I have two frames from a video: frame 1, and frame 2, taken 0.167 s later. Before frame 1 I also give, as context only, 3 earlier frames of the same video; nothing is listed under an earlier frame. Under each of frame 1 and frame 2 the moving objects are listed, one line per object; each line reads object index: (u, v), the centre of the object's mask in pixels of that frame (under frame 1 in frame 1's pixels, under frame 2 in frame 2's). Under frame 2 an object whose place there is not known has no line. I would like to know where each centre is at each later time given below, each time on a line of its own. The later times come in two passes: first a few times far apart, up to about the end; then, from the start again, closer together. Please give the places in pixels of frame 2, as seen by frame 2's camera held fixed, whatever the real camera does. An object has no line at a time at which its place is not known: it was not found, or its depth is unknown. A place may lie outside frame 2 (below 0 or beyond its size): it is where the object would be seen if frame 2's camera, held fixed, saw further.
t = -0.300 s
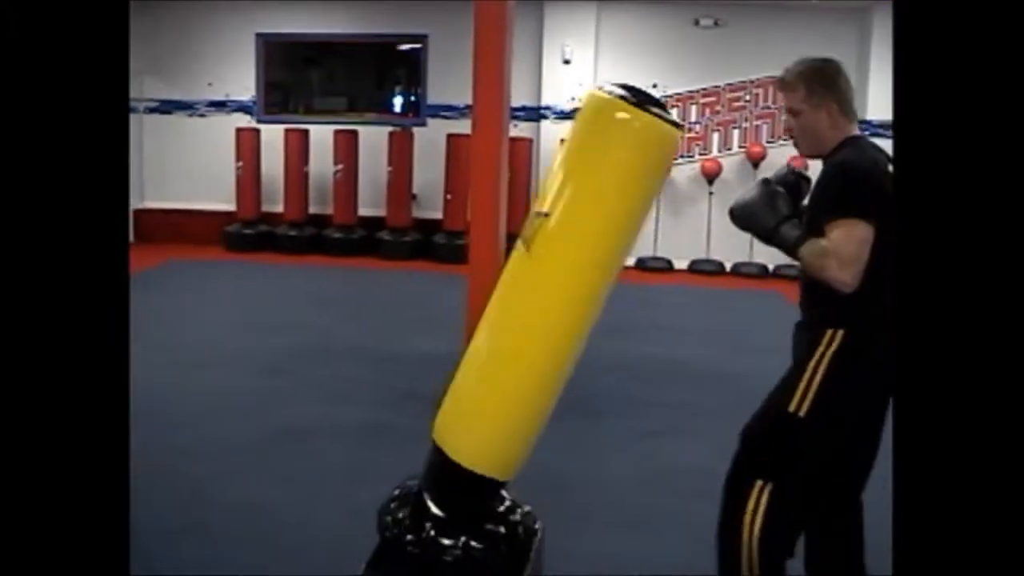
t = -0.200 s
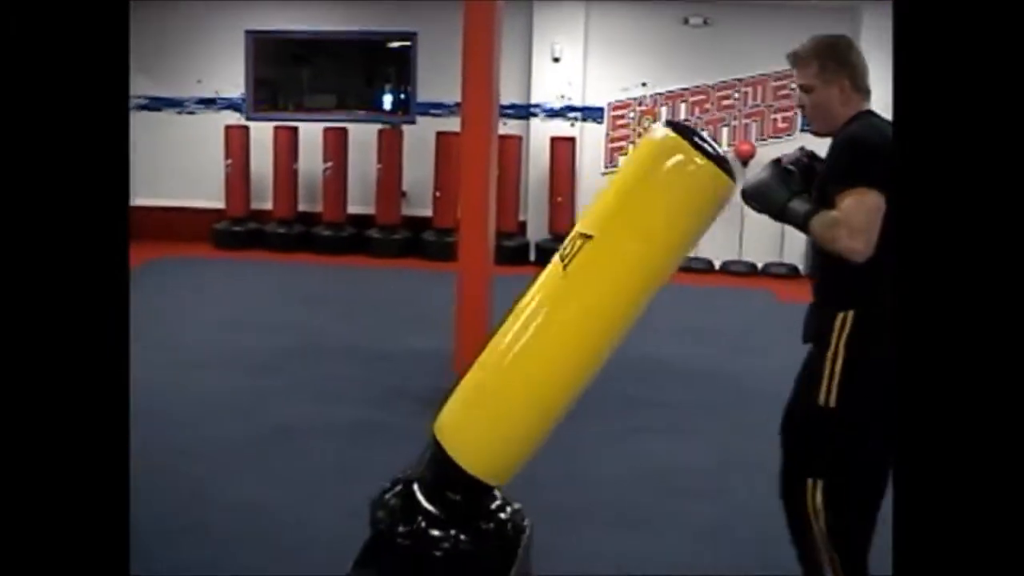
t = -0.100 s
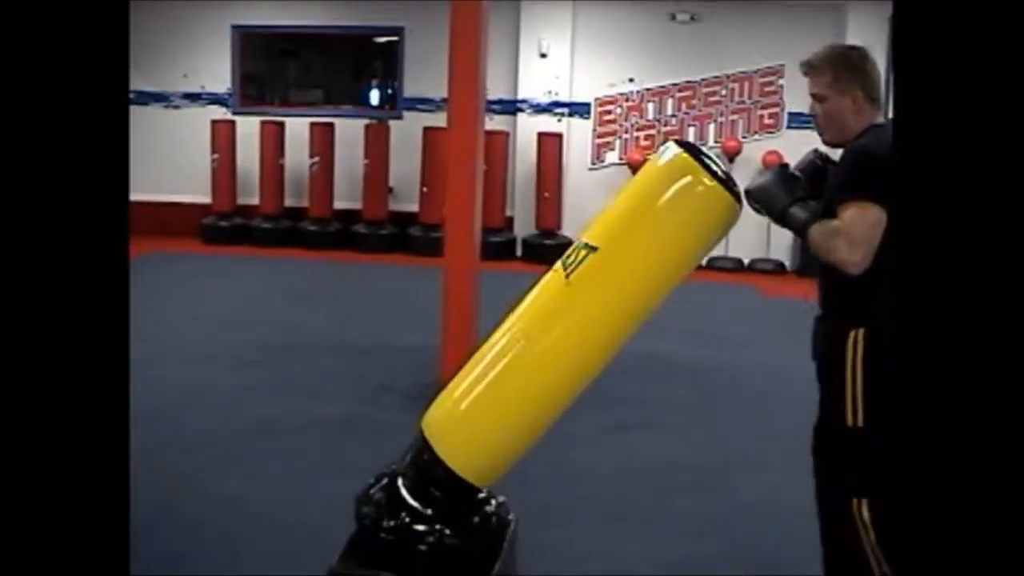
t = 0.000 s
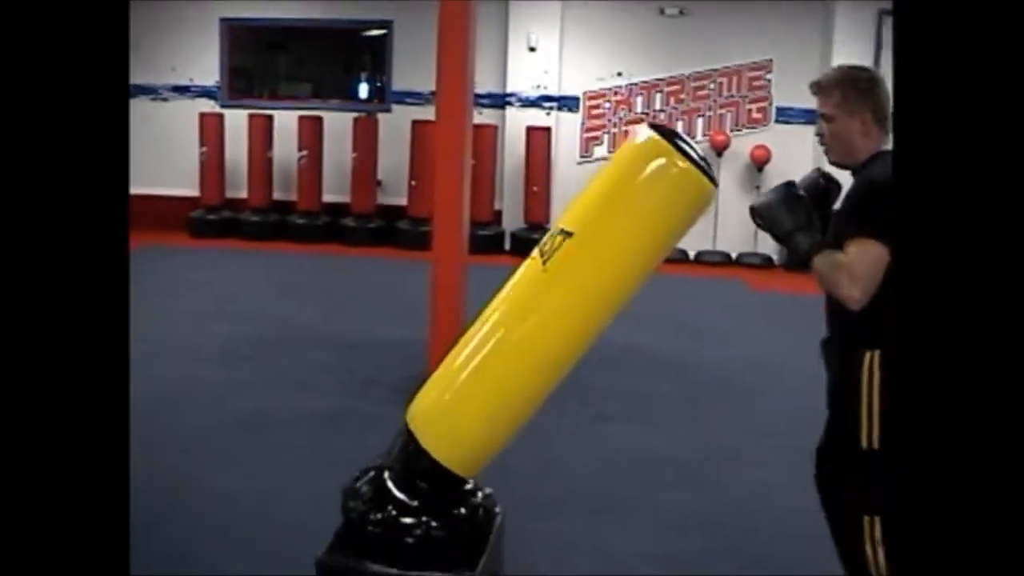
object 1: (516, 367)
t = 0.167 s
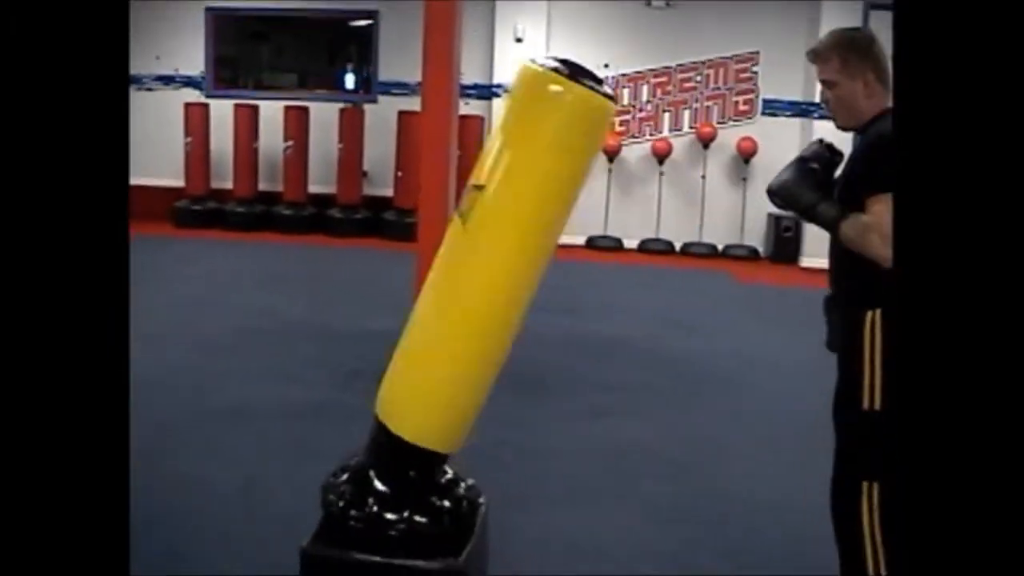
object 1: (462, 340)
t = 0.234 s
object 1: (438, 332)
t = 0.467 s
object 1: (346, 335)
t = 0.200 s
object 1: (451, 336)
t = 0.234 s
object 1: (438, 332)
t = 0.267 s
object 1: (425, 331)
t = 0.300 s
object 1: (409, 330)
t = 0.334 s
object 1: (396, 328)
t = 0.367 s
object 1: (380, 328)
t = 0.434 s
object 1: (357, 333)
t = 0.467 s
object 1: (346, 335)
